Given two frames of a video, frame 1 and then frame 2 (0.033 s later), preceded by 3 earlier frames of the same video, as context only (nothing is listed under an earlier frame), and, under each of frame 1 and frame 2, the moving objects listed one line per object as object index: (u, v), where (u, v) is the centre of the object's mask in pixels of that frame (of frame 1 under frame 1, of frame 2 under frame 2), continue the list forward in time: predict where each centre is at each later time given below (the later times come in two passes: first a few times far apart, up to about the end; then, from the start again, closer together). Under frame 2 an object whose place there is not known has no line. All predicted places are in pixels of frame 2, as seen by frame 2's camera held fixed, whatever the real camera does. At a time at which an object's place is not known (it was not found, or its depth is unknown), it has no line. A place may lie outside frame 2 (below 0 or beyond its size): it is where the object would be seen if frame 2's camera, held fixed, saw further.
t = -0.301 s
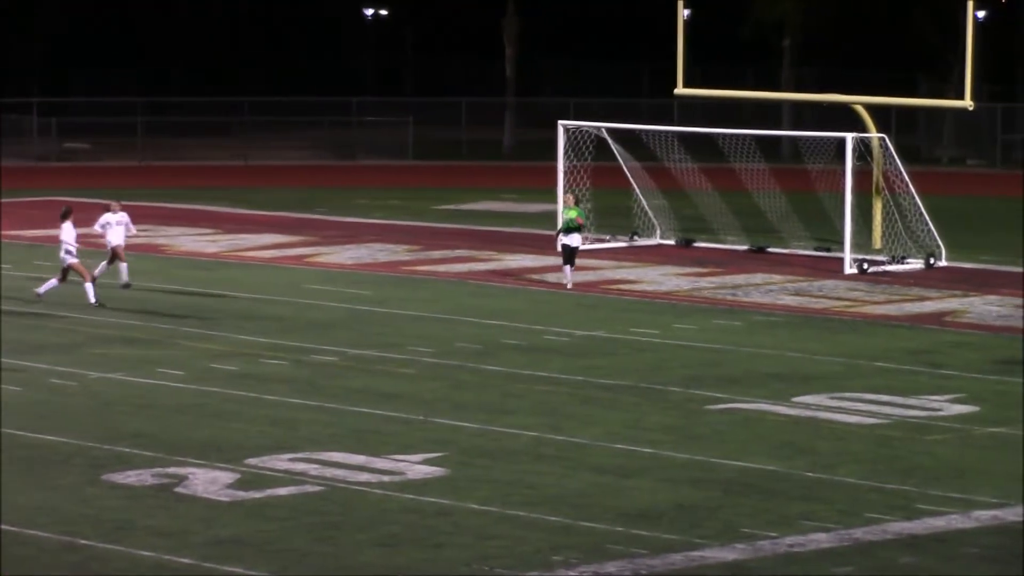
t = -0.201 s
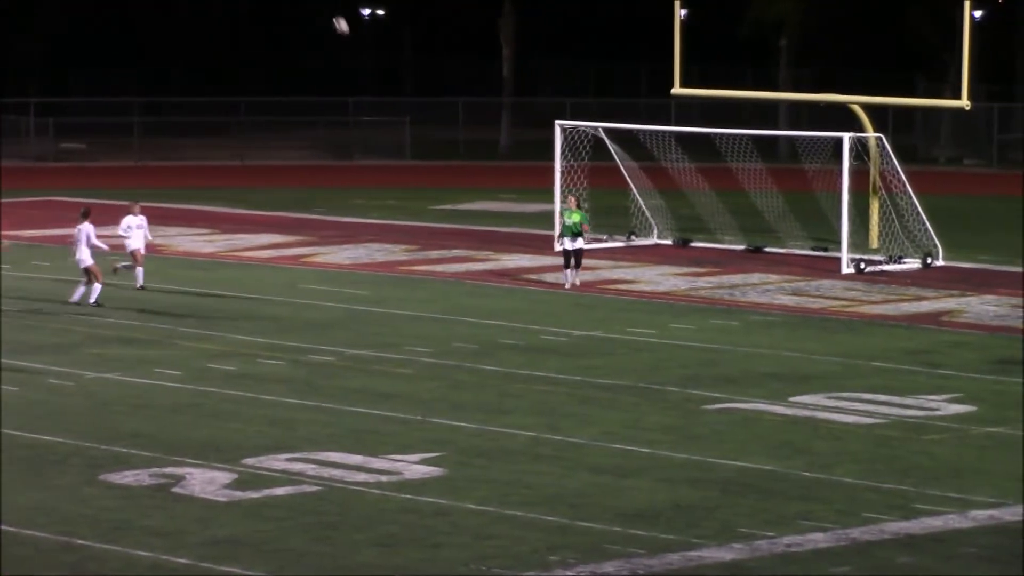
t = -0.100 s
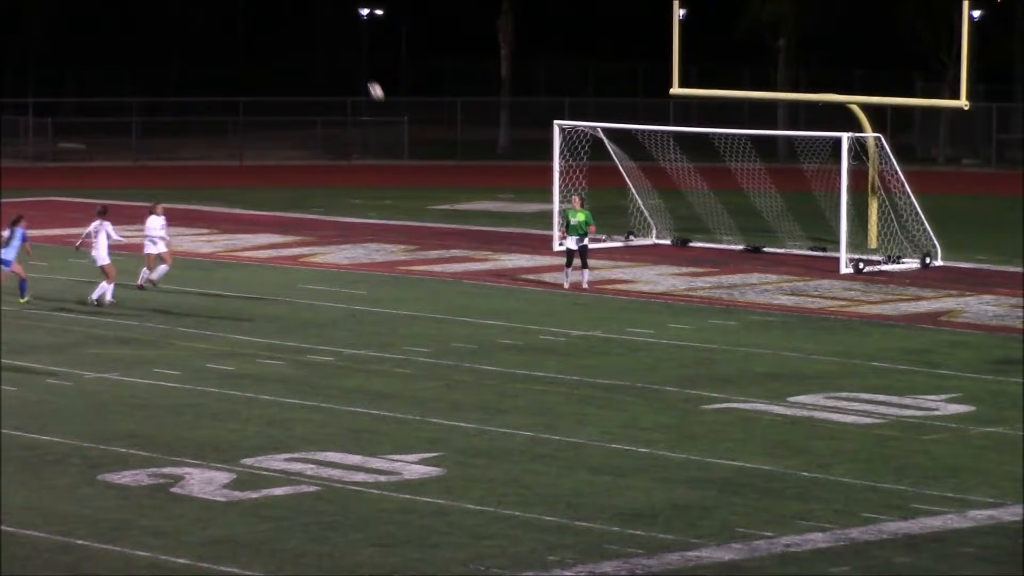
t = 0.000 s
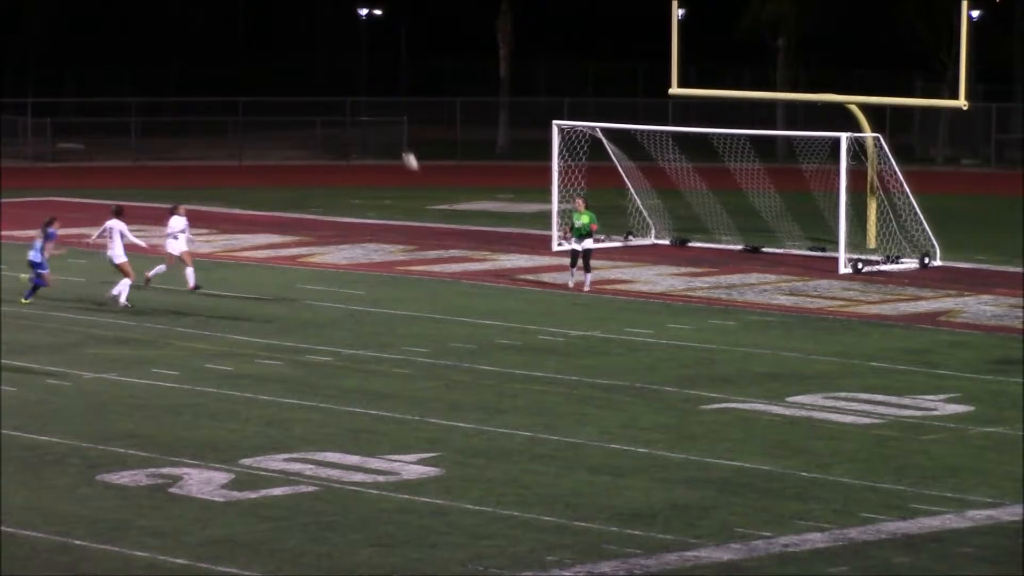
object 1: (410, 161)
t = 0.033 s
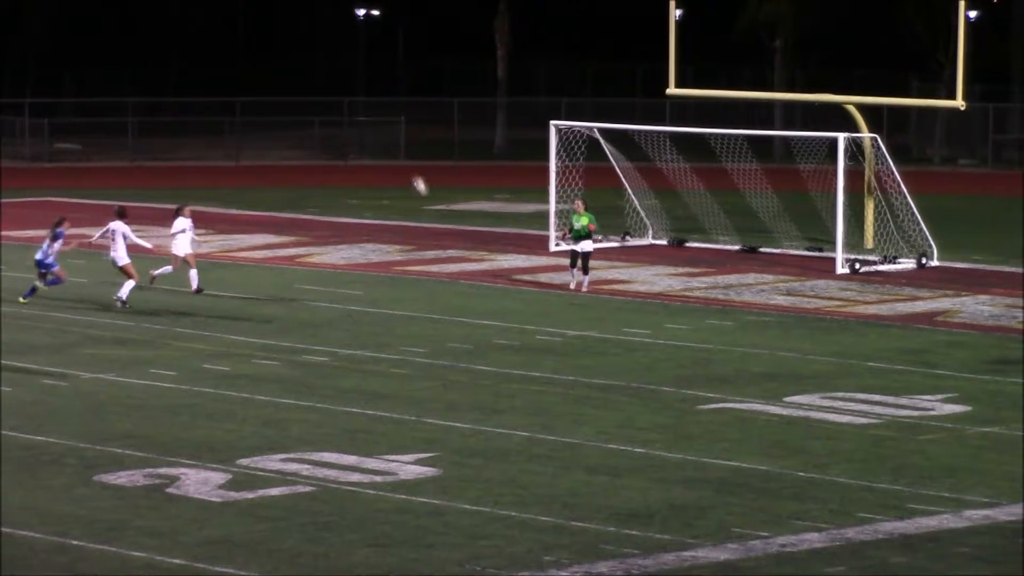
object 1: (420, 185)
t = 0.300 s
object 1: (485, 241)
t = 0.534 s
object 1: (508, 154)
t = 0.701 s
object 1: (525, 112)
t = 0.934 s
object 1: (549, 80)
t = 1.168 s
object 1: (573, 80)
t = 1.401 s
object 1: (597, 113)
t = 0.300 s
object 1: (485, 241)
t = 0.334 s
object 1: (489, 227)
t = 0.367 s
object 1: (492, 214)
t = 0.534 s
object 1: (508, 154)
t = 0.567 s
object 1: (511, 144)
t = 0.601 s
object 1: (515, 135)
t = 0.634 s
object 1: (518, 127)
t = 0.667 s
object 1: (522, 119)
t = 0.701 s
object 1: (525, 112)
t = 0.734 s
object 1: (529, 105)
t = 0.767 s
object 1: (532, 99)
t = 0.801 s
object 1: (535, 94)
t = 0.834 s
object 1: (539, 89)
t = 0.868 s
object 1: (542, 86)
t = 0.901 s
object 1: (546, 82)
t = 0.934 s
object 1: (549, 80)
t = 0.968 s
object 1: (553, 78)
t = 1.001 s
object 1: (556, 77)
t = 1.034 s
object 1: (559, 76)
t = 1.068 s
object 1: (563, 75)
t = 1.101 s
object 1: (566, 76)
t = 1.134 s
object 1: (569, 78)
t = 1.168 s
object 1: (573, 80)
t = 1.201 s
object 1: (576, 83)
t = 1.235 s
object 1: (579, 86)
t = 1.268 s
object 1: (583, 90)
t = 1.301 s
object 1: (586, 94)
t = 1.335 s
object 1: (590, 100)
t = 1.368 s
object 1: (593, 106)
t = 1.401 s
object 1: (597, 113)
